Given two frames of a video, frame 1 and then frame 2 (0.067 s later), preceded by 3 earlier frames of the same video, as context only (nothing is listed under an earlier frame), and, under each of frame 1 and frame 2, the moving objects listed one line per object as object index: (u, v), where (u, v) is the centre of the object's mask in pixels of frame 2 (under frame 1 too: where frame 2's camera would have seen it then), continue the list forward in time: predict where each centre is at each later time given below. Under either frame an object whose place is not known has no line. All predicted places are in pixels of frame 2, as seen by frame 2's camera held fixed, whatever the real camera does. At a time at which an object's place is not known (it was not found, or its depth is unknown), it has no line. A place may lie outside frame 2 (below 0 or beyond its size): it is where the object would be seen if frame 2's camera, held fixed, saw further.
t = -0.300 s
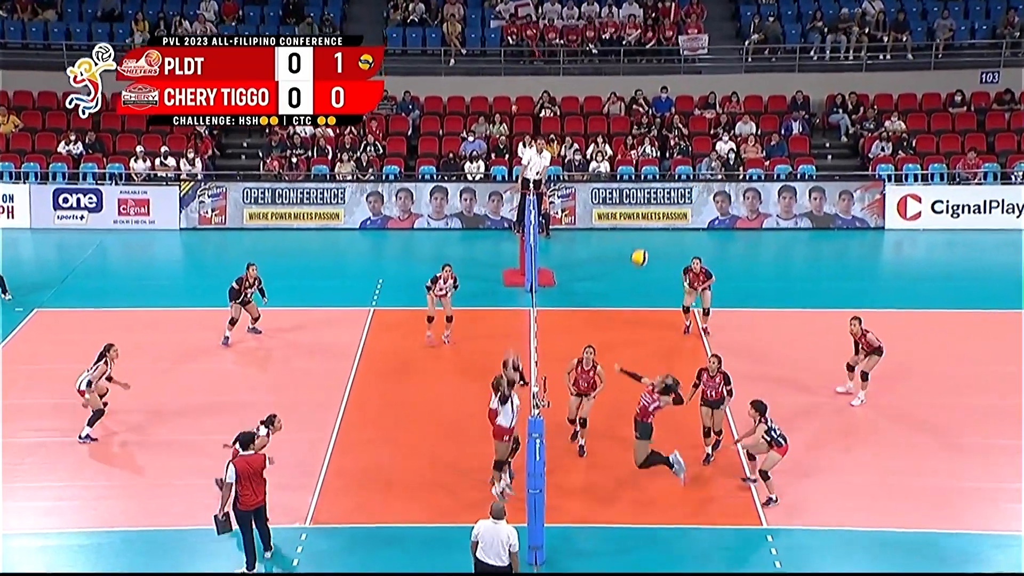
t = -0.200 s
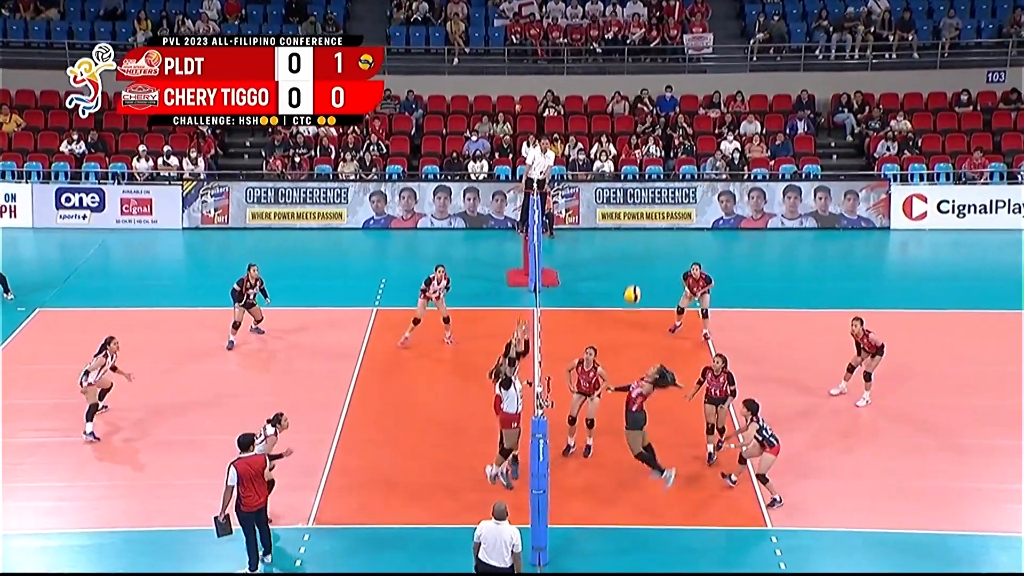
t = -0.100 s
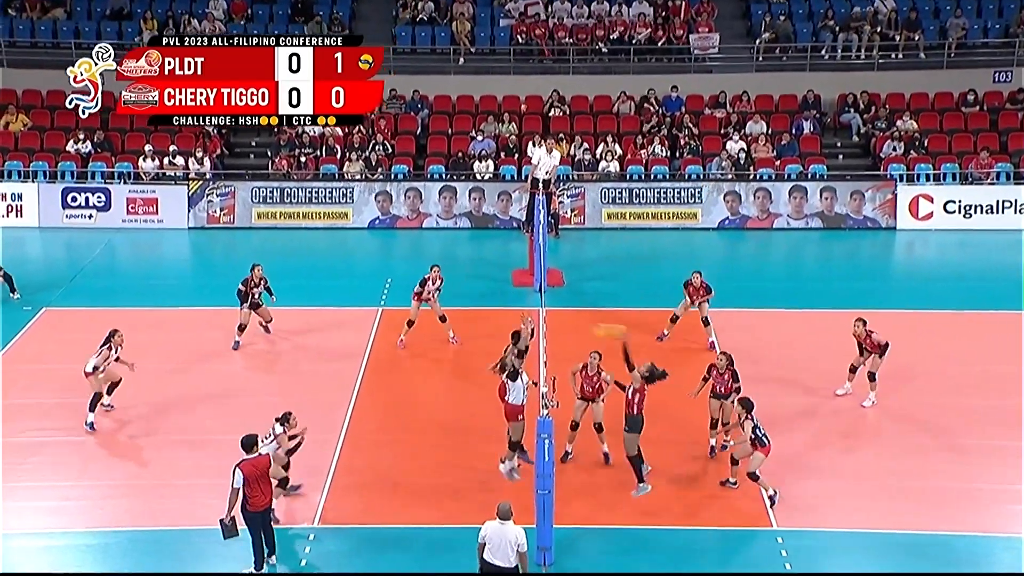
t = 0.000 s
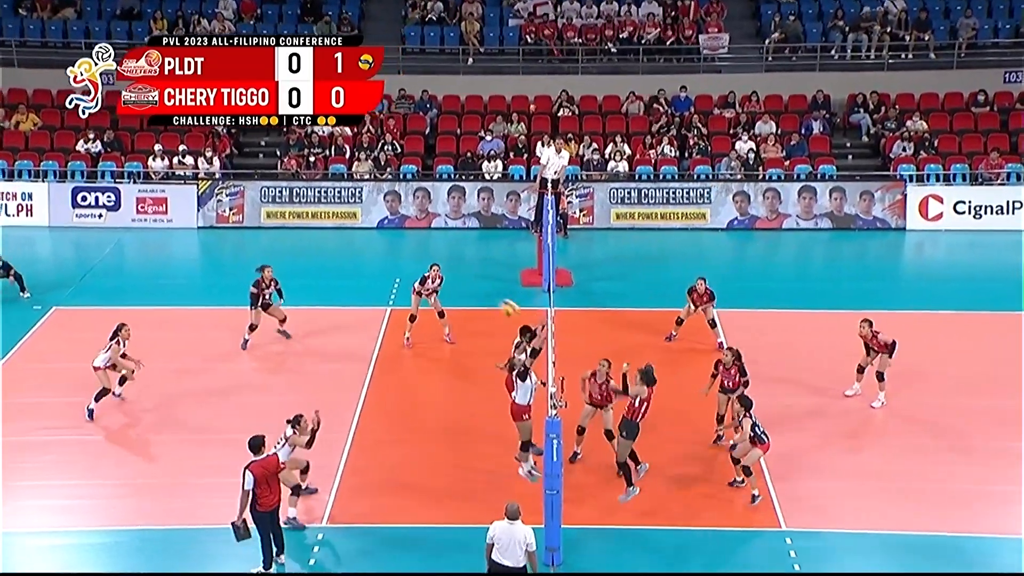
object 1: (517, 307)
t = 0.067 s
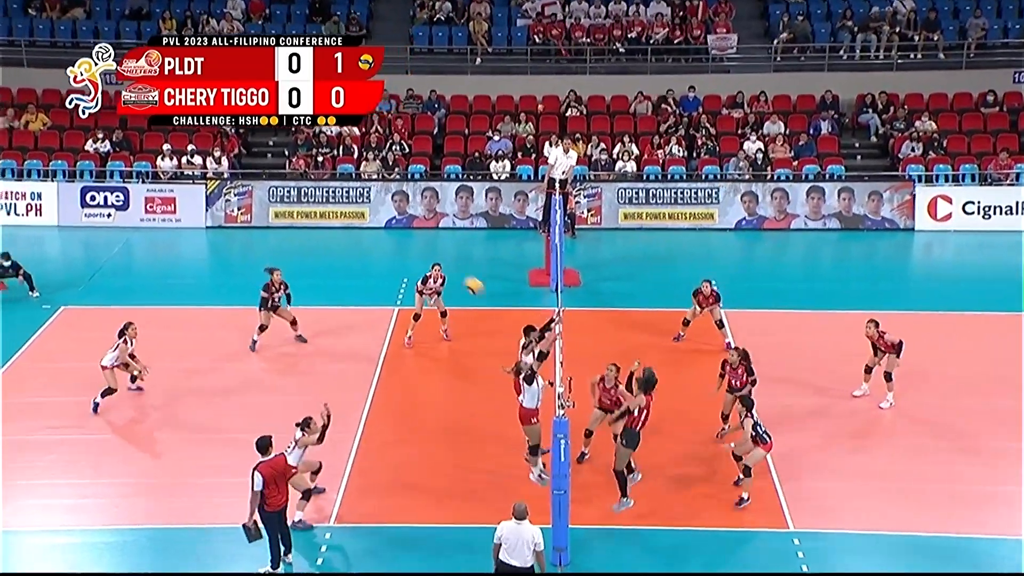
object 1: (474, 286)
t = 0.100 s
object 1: (454, 276)
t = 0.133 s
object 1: (433, 267)
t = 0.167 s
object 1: (413, 260)
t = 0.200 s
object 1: (394, 253)
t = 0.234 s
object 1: (373, 248)
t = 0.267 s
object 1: (355, 243)
